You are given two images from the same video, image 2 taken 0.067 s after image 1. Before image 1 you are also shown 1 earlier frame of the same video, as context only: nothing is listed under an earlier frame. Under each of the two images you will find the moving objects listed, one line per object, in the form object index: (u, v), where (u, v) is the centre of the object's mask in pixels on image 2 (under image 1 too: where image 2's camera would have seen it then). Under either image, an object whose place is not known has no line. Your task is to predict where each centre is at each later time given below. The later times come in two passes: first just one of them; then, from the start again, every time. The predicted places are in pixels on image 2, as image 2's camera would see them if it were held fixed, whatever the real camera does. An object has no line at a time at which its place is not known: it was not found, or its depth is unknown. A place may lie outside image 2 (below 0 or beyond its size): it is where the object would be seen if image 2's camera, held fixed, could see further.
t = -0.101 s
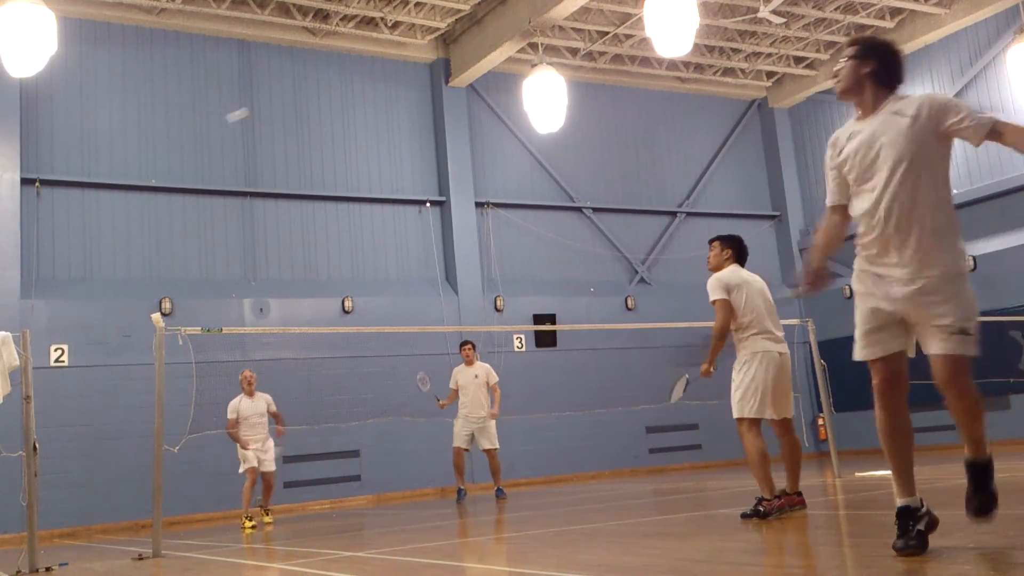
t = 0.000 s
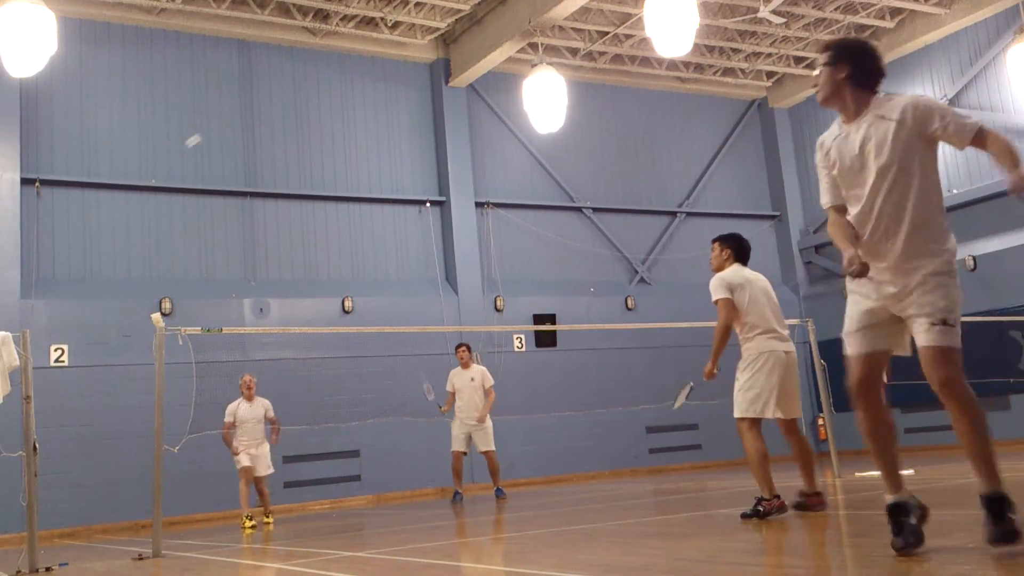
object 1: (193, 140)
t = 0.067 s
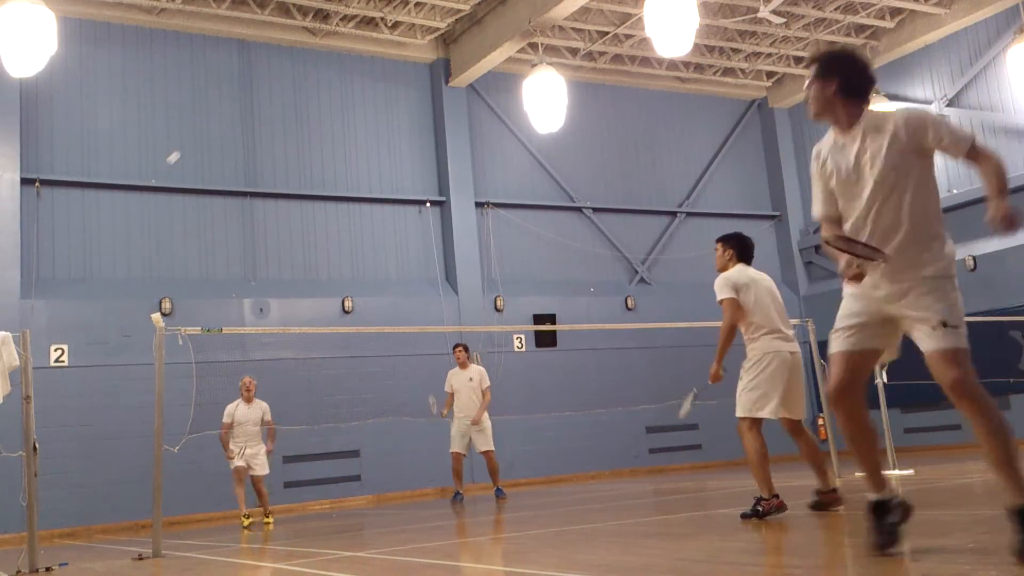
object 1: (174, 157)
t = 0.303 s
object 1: (134, 221)
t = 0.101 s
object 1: (166, 165)
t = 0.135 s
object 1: (159, 174)
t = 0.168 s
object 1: (153, 183)
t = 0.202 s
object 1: (147, 192)
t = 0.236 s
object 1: (142, 201)
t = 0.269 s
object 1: (138, 211)
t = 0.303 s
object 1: (134, 221)
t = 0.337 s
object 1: (130, 232)
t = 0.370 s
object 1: (127, 243)
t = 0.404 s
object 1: (124, 254)
